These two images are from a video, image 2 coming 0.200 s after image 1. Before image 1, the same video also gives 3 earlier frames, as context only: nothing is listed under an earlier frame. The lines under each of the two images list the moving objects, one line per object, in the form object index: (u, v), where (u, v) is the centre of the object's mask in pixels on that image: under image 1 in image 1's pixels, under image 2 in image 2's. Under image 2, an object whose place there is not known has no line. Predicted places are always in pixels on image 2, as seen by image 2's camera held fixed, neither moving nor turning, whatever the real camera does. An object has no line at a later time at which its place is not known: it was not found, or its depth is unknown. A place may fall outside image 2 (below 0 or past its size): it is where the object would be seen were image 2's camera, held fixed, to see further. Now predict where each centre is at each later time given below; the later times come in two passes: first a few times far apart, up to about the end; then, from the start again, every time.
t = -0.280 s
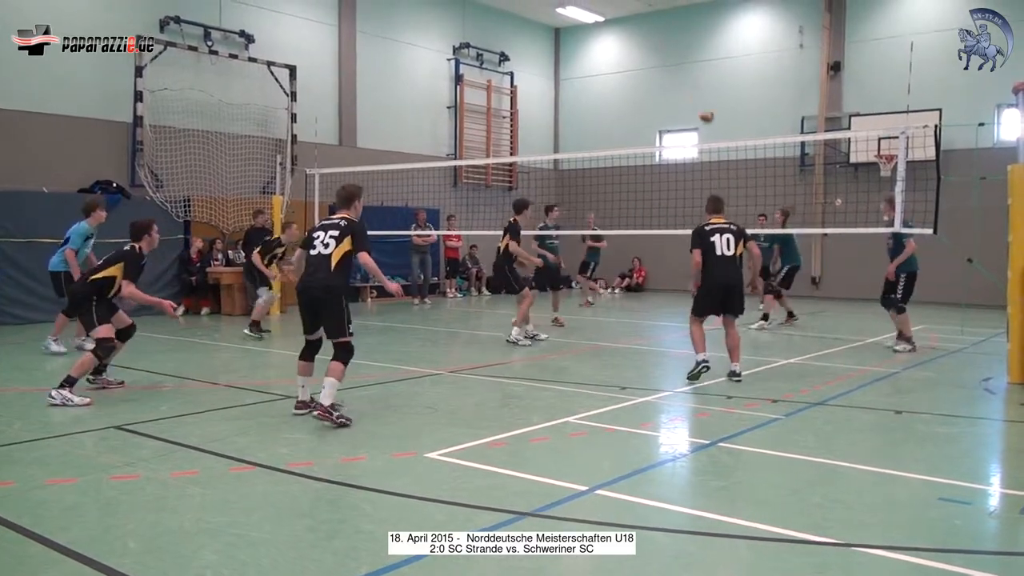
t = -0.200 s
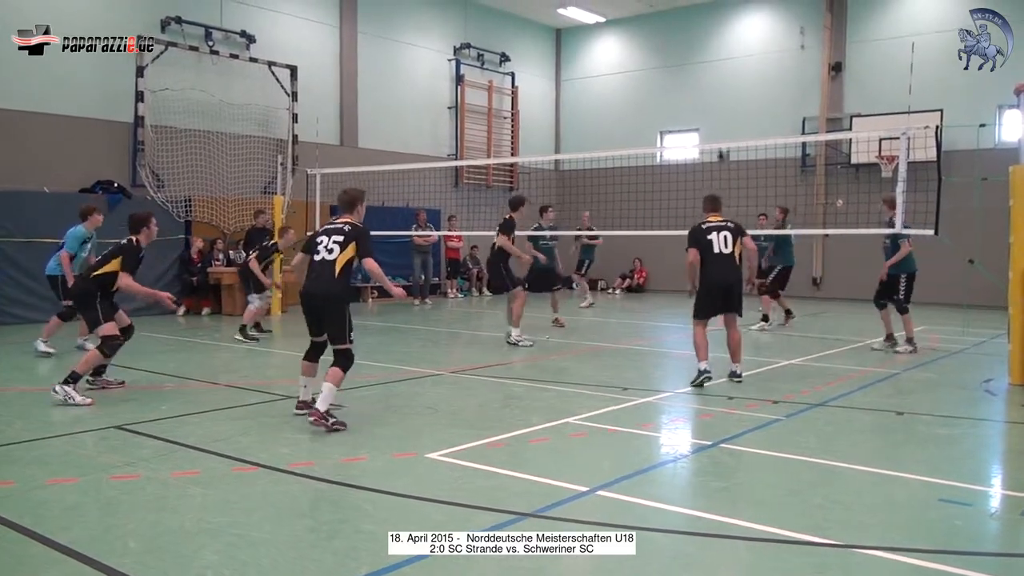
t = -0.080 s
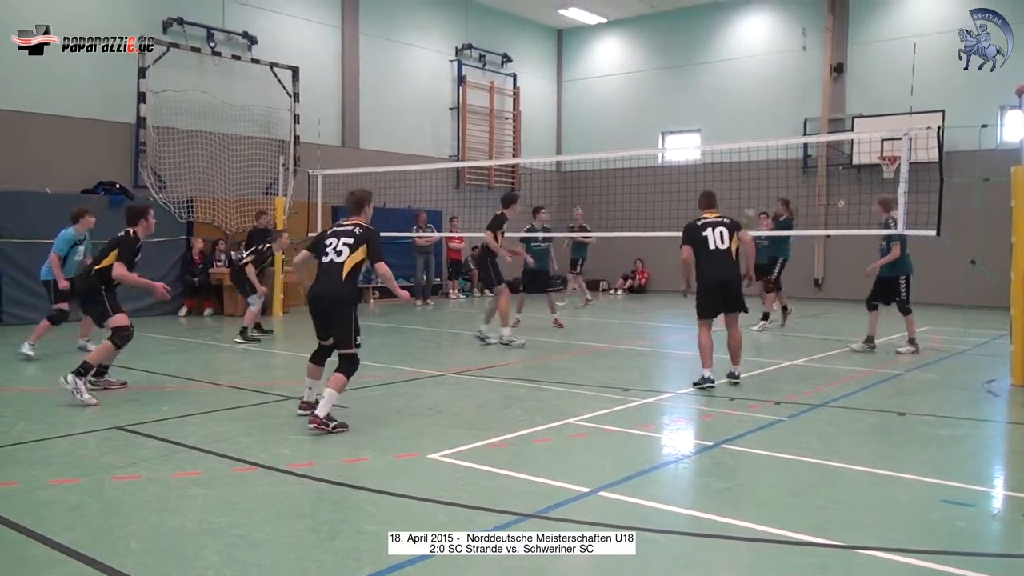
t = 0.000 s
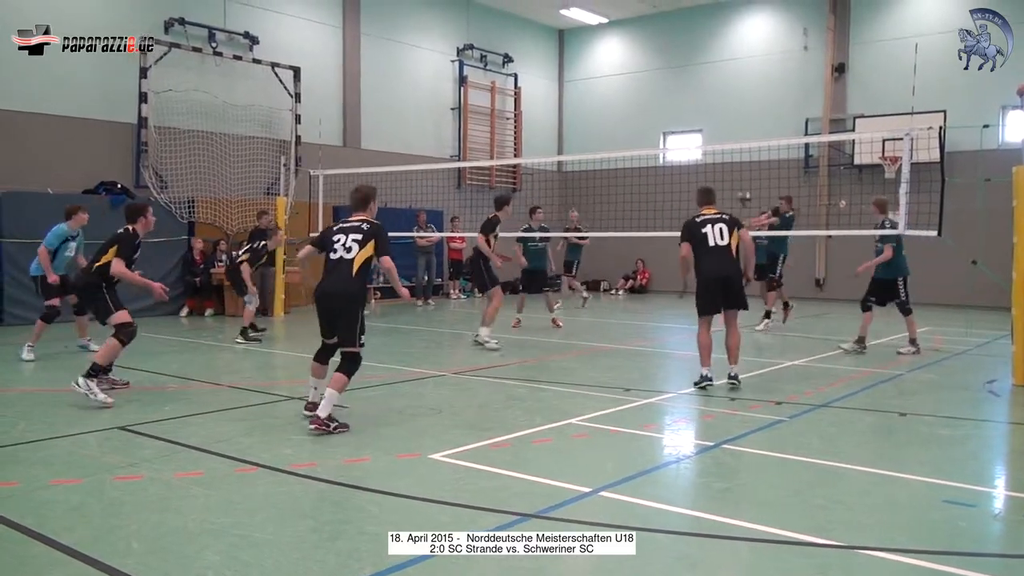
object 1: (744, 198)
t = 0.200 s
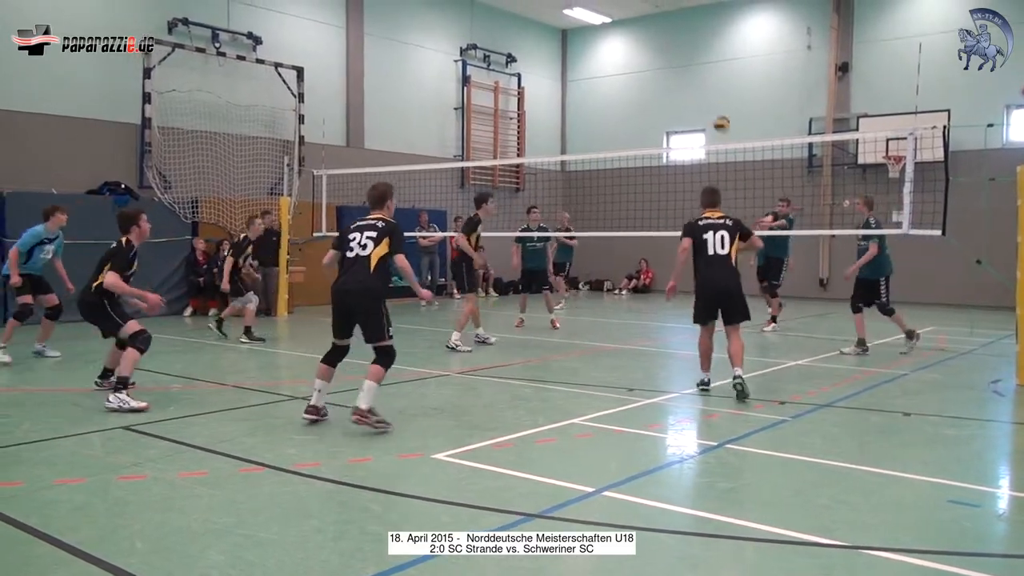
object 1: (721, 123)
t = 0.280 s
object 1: (710, 96)
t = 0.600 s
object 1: (658, 17)
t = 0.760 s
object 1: (625, 11)
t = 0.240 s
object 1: (716, 110)
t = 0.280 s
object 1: (710, 96)
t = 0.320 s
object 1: (704, 83)
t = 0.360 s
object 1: (700, 71)
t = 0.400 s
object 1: (692, 60)
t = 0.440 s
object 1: (686, 50)
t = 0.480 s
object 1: (680, 41)
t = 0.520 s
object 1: (673, 31)
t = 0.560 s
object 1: (667, 23)
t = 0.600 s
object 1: (658, 17)
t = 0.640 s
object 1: (650, 12)
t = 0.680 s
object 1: (642, 11)
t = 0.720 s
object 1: (634, 10)
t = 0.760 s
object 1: (625, 11)
